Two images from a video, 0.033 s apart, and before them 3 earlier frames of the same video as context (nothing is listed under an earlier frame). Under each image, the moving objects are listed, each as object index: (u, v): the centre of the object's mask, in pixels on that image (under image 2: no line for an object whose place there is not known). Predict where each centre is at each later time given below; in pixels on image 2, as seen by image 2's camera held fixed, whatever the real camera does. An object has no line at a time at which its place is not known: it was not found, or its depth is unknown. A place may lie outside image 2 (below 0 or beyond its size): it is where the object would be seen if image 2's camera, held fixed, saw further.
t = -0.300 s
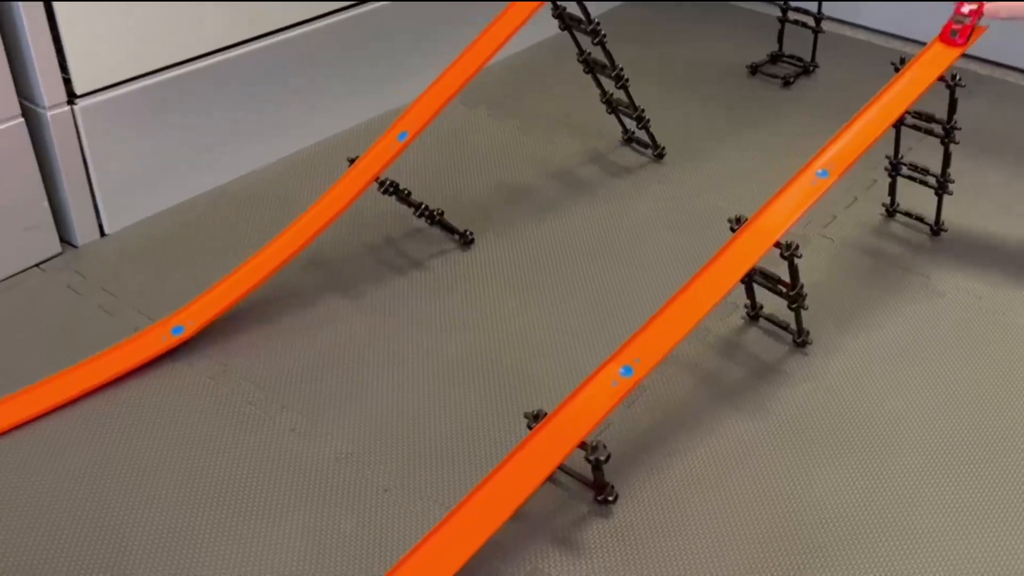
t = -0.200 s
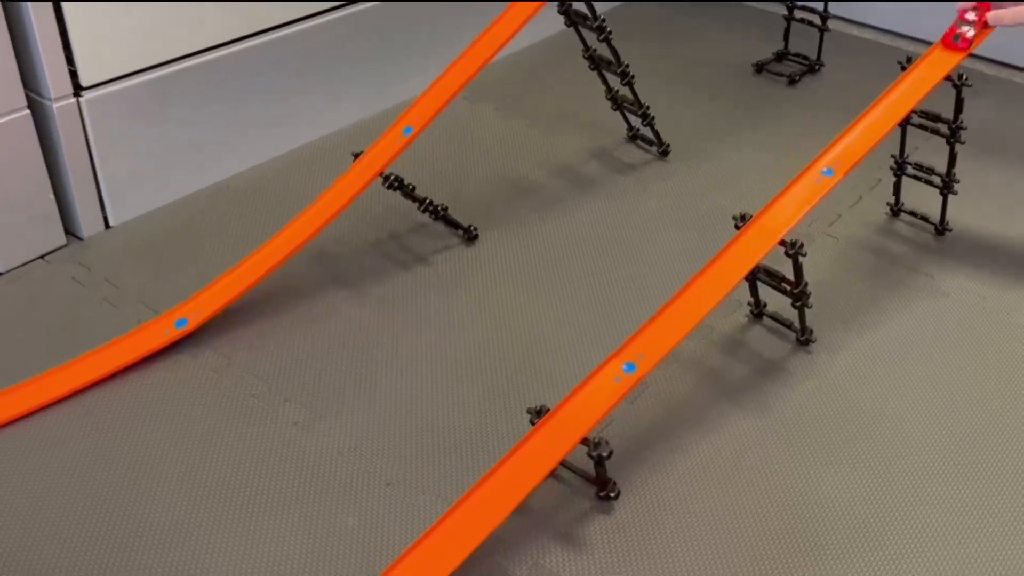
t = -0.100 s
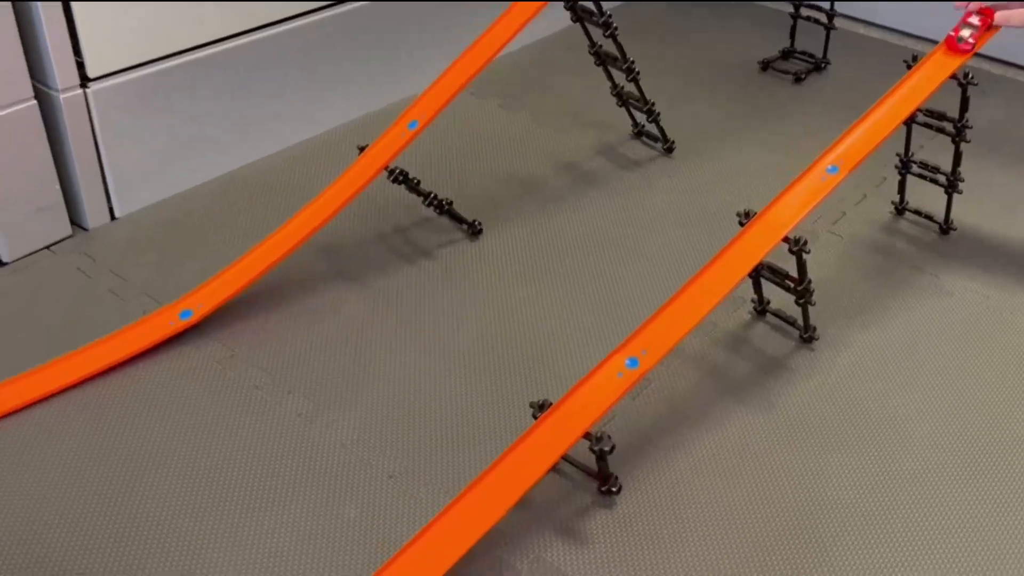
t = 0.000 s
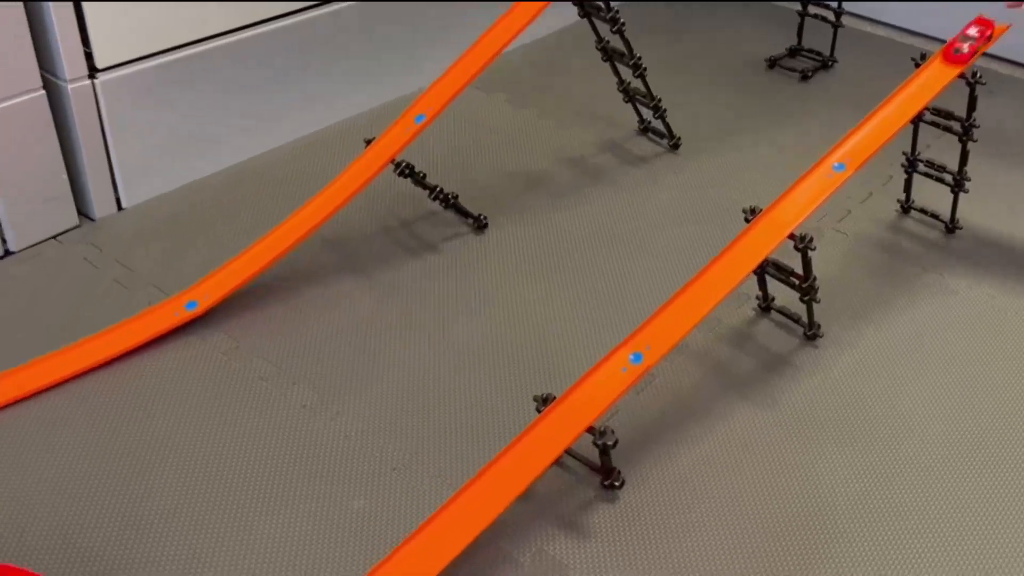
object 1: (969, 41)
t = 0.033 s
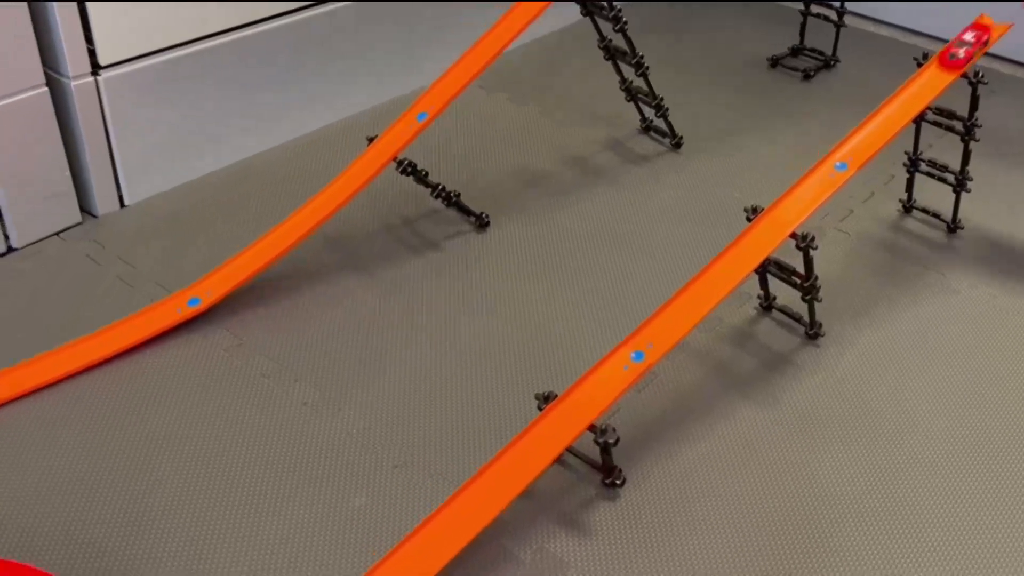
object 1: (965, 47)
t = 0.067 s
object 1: (957, 54)
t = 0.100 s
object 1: (949, 62)
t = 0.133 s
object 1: (939, 71)
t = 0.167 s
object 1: (927, 82)
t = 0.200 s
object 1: (915, 95)
